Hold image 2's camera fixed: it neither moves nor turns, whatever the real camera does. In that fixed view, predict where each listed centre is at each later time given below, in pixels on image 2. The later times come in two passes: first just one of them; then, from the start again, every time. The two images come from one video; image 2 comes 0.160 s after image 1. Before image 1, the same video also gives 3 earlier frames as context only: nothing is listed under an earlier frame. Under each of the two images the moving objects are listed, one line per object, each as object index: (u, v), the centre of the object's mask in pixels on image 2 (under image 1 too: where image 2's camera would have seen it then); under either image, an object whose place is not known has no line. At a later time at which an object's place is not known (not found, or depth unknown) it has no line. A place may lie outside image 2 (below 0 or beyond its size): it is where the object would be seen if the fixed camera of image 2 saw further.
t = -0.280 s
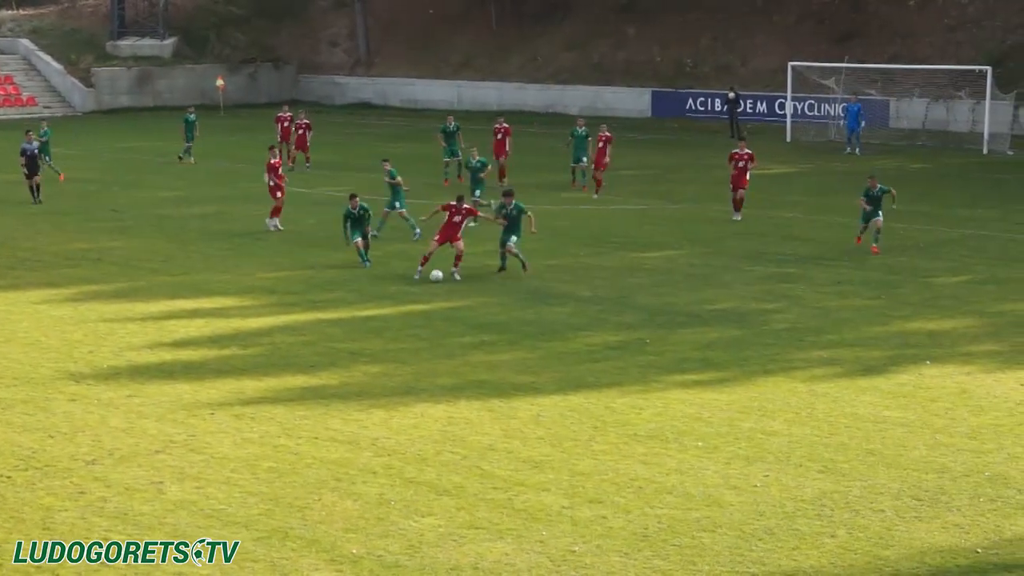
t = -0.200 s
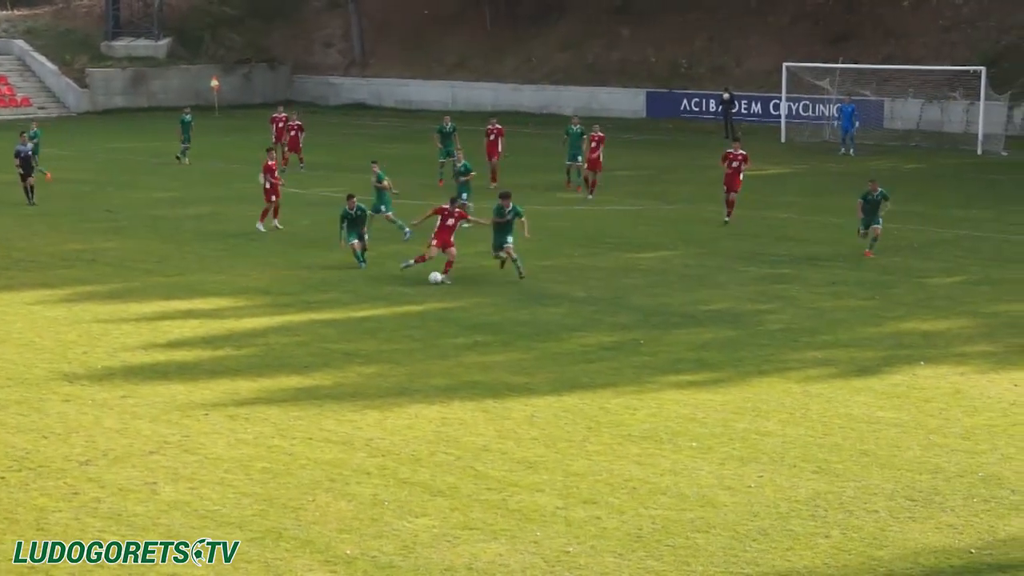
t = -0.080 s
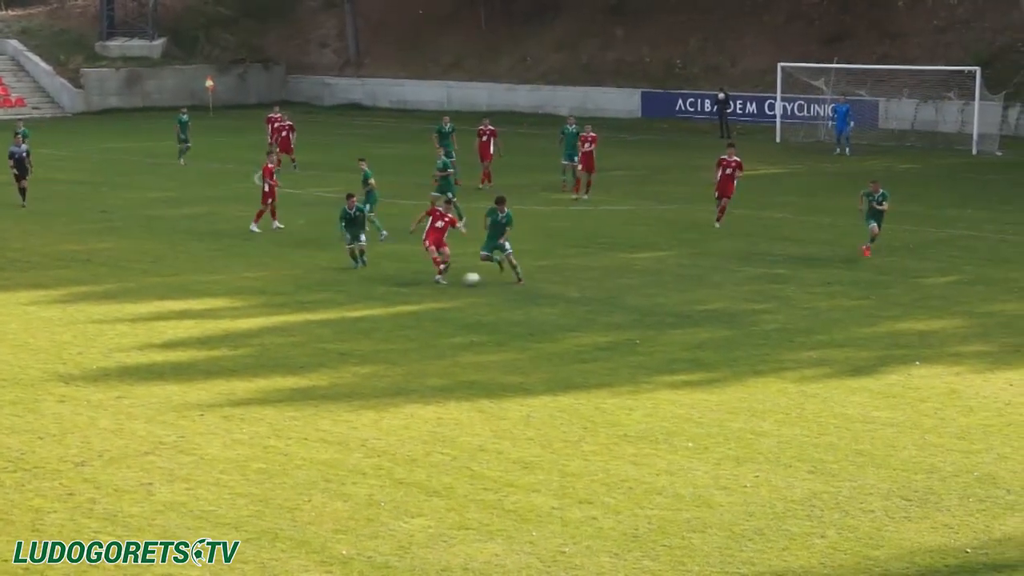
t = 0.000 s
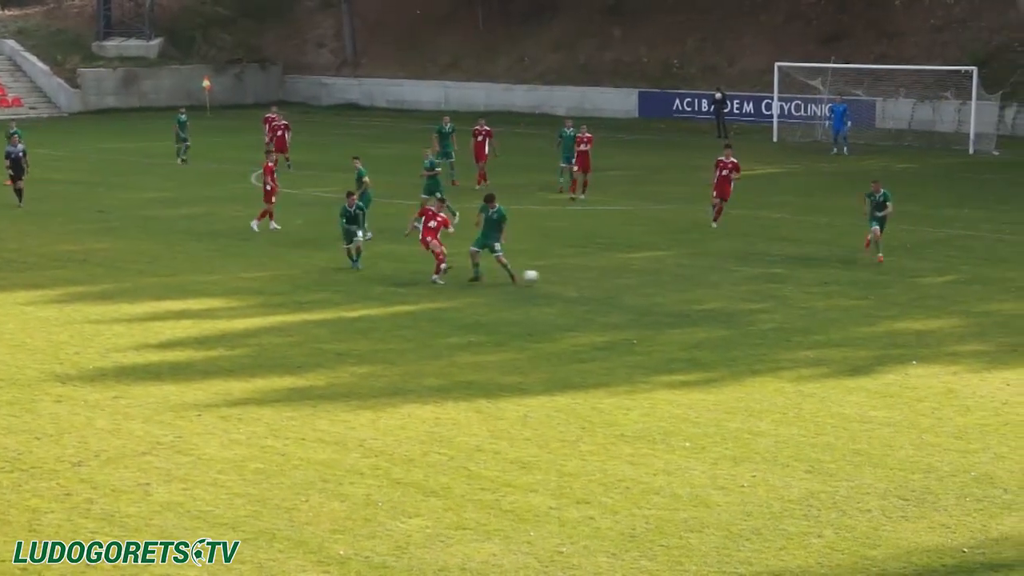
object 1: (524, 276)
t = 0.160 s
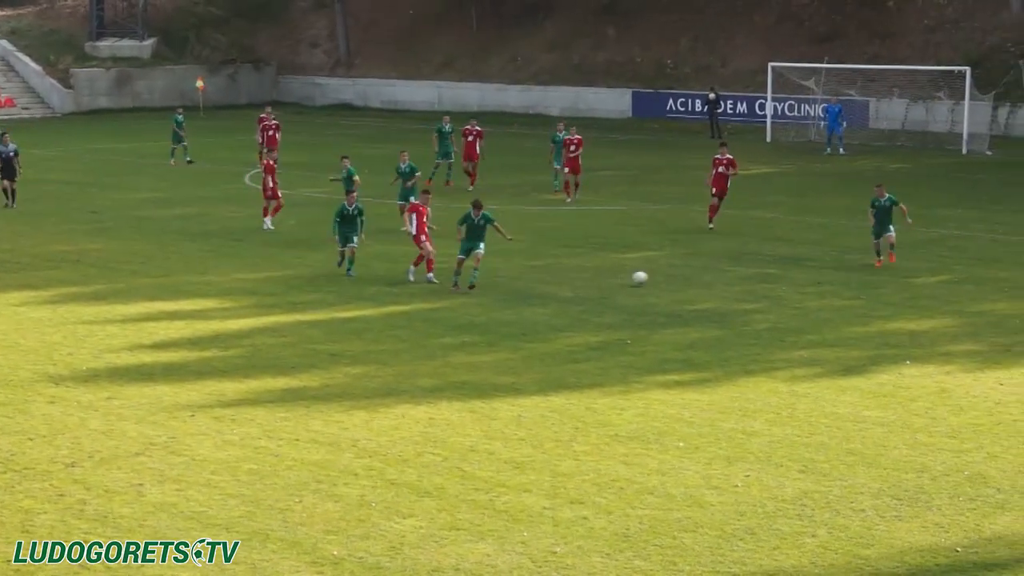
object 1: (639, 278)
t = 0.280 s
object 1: (715, 278)
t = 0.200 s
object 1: (666, 276)
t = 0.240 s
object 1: (691, 276)
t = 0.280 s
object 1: (715, 278)
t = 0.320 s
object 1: (738, 281)
